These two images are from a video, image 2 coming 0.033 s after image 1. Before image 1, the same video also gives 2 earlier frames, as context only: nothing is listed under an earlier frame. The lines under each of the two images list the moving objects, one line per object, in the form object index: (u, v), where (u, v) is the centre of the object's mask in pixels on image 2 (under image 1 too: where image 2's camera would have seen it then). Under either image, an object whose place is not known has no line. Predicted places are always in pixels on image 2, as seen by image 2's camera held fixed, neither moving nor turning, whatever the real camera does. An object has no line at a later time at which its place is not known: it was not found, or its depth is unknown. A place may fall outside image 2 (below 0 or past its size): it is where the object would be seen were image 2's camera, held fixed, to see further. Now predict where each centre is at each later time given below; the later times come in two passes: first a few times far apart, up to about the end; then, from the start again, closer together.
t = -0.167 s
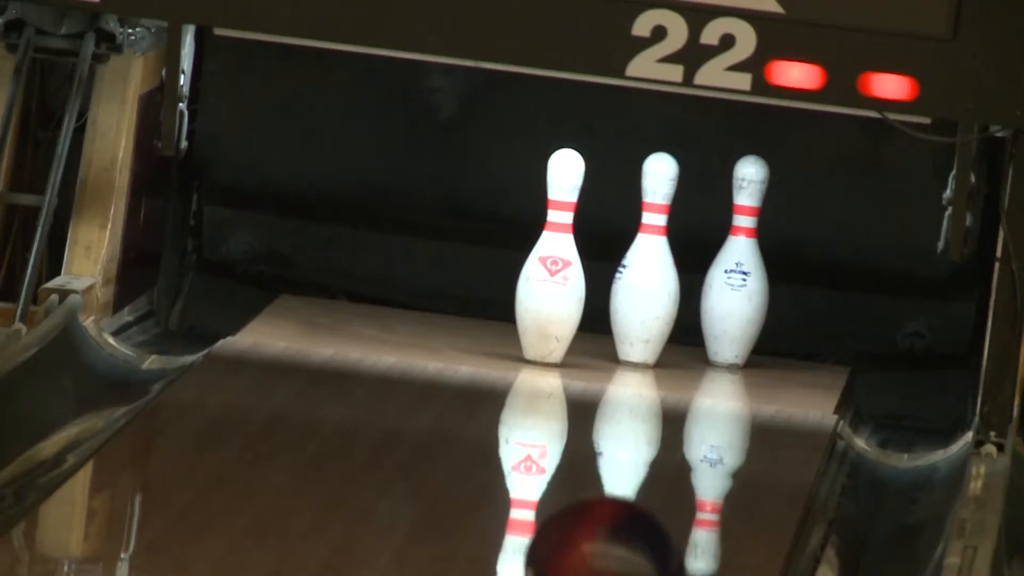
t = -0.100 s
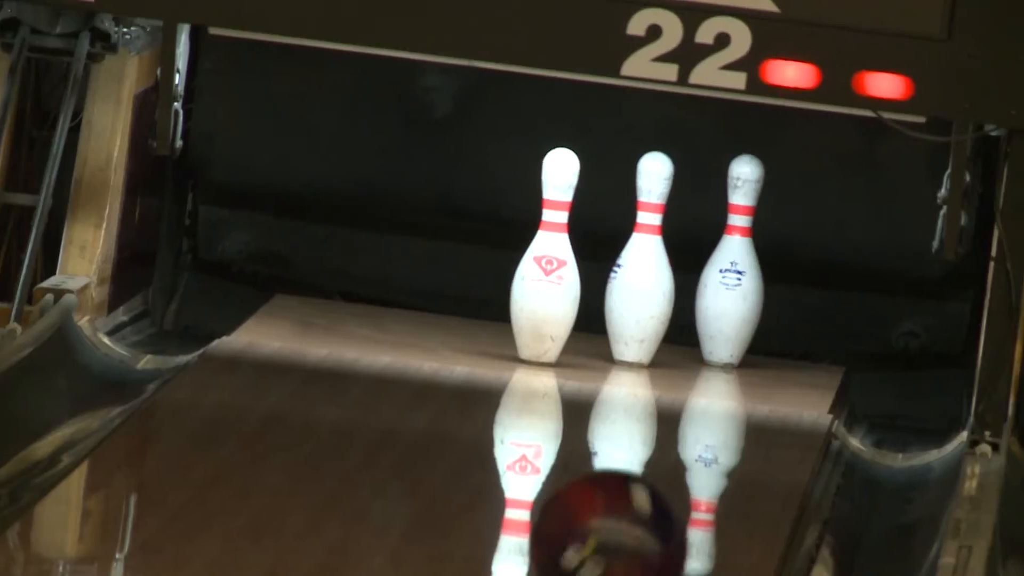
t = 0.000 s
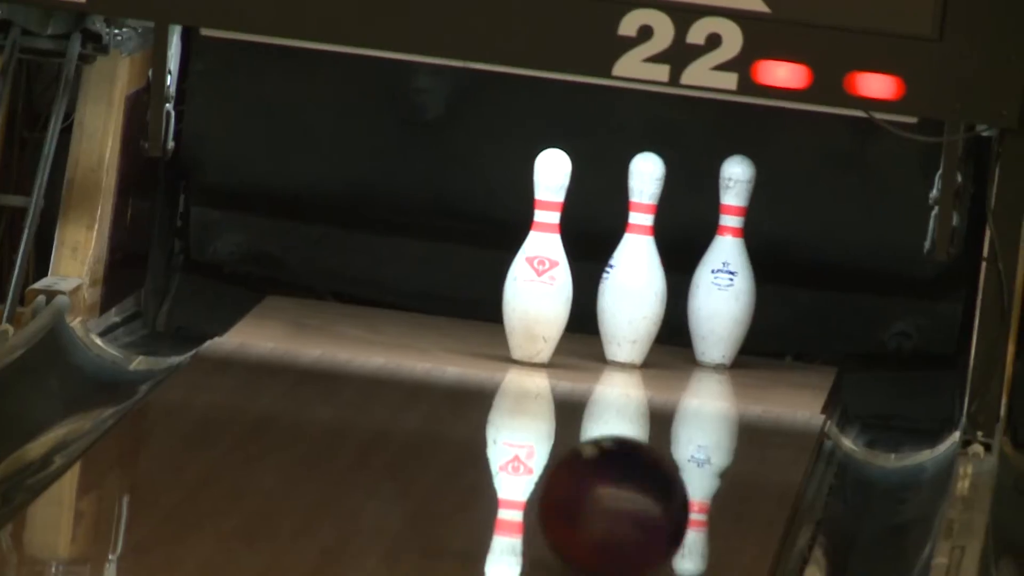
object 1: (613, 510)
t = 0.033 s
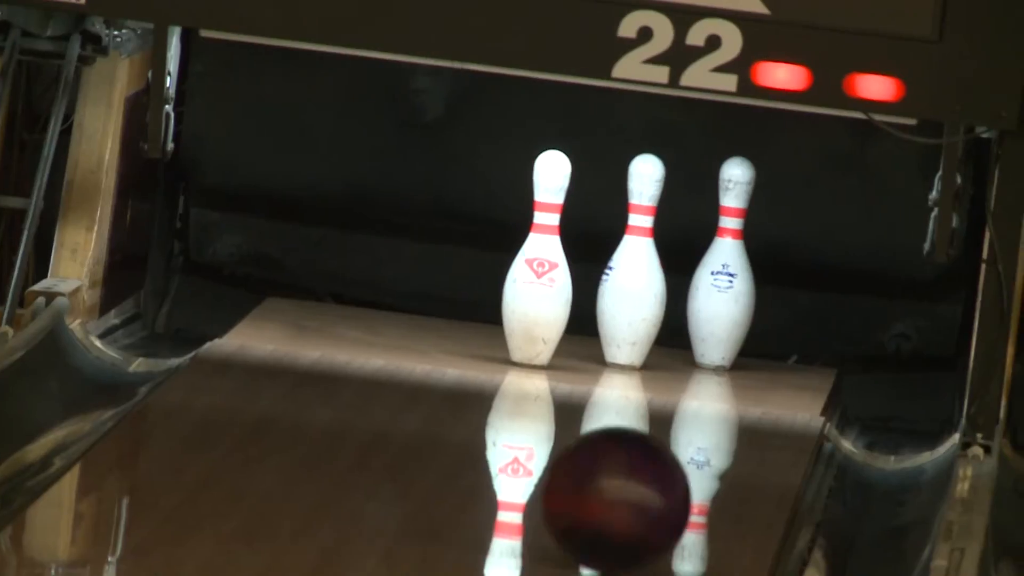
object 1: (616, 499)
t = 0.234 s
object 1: (624, 435)
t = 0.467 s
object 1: (614, 368)
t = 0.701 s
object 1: (591, 315)
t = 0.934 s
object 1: (610, 287)
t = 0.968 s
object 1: (611, 284)
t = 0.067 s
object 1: (617, 489)
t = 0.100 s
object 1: (620, 476)
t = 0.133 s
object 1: (621, 465)
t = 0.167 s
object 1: (623, 455)
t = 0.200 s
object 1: (623, 445)
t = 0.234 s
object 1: (624, 435)
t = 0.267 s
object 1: (623, 425)
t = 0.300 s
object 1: (623, 414)
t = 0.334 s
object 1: (622, 405)
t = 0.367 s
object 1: (621, 395)
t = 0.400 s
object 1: (619, 386)
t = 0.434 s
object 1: (616, 376)
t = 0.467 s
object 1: (614, 368)
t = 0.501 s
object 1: (610, 360)
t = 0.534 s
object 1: (607, 351)
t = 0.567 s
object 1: (603, 343)
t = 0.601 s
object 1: (599, 335)
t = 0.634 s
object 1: (595, 329)
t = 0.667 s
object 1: (589, 321)
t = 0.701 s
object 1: (591, 315)
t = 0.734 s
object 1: (600, 311)
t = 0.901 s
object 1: (609, 292)
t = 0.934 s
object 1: (610, 287)
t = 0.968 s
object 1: (611, 284)
